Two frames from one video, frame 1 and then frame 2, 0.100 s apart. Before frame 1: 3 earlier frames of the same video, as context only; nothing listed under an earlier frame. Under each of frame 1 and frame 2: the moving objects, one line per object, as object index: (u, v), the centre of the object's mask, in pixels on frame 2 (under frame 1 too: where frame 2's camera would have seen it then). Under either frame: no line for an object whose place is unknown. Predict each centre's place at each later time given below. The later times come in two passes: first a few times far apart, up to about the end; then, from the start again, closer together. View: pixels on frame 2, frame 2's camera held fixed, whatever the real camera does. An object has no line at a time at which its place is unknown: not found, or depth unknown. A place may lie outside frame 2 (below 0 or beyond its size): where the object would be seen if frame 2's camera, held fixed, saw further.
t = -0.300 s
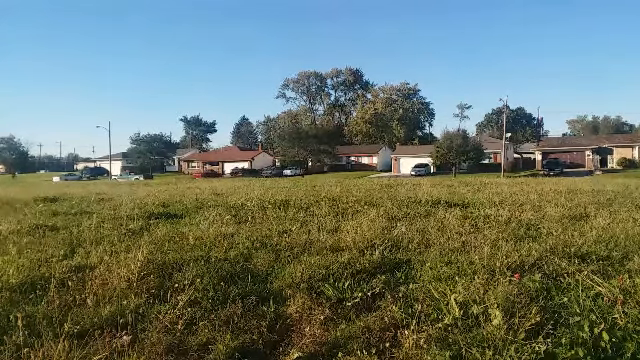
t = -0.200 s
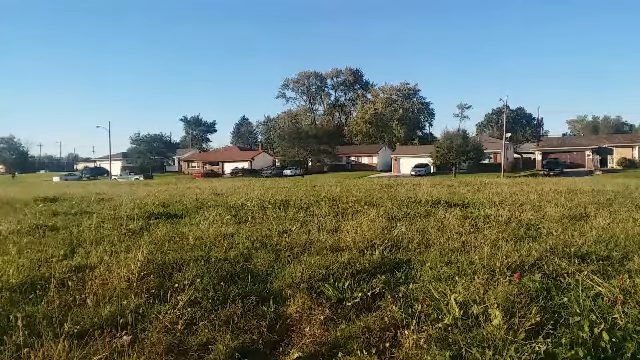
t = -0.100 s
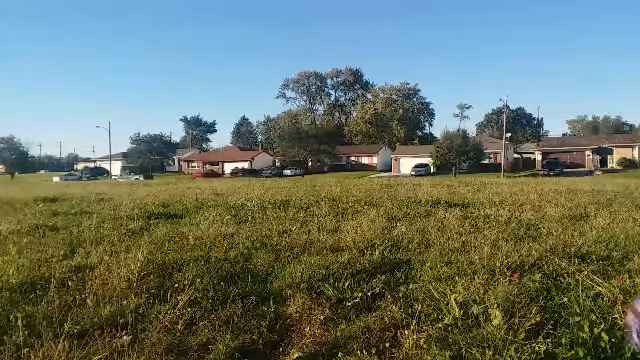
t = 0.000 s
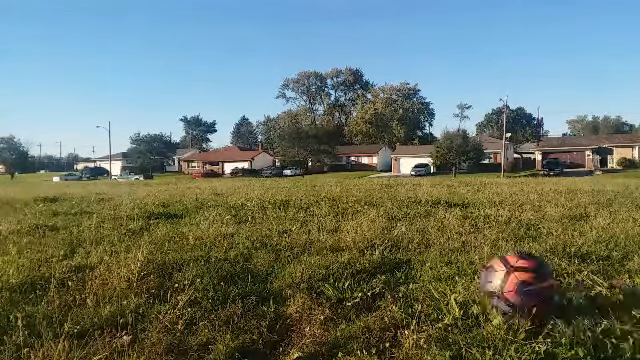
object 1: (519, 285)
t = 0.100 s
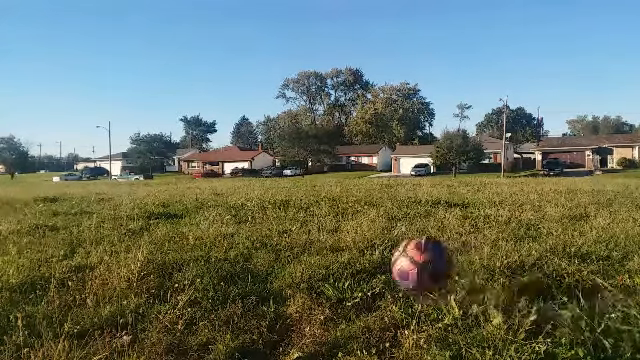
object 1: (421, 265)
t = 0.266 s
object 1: (325, 261)
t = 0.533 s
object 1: (251, 246)
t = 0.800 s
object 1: (201, 240)
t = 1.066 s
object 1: (168, 232)
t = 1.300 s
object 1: (151, 228)
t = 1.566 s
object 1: (135, 227)
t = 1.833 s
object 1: (130, 225)
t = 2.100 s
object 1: (135, 225)
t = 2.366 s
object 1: (135, 227)
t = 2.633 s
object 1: (135, 226)
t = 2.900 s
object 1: (135, 226)
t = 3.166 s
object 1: (135, 226)
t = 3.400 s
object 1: (135, 226)
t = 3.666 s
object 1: (135, 226)
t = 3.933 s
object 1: (135, 226)
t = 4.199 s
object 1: (135, 226)
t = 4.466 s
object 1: (135, 226)
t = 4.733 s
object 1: (135, 226)
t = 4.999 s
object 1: (135, 227)
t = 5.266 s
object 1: (135, 227)
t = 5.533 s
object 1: (135, 227)
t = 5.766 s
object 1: (135, 227)
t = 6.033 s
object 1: (135, 227)
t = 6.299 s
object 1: (135, 227)
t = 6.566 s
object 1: (135, 226)
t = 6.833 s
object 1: (135, 227)
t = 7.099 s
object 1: (135, 226)
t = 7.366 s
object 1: (135, 226)
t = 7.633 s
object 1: (135, 226)
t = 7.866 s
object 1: (135, 226)
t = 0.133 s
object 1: (395, 265)
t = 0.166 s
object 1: (372, 266)
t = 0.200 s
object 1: (350, 267)
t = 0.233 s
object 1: (335, 266)
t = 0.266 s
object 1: (325, 261)
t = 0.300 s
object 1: (313, 256)
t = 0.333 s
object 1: (304, 249)
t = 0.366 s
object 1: (295, 247)
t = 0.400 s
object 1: (284, 245)
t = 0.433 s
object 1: (275, 245)
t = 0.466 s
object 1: (268, 247)
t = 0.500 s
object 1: (258, 249)
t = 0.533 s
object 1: (251, 246)
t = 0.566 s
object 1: (242, 245)
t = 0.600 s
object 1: (238, 246)
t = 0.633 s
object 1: (231, 241)
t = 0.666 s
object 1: (227, 239)
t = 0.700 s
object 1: (218, 239)
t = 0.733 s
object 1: (211, 240)
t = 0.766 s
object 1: (206, 241)
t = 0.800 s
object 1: (201, 240)
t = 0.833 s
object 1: (194, 238)
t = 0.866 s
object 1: (190, 237)
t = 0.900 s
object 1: (186, 235)
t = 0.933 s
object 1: (183, 234)
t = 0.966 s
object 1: (179, 234)
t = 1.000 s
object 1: (174, 233)
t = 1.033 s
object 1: (173, 233)
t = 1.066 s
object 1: (168, 232)
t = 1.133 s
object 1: (163, 229)
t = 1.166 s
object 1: (162, 229)
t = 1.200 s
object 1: (160, 229)
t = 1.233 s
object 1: (158, 228)
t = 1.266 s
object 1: (154, 228)
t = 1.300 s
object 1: (151, 228)
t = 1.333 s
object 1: (146, 227)
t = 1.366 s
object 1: (144, 228)
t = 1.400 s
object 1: (143, 226)
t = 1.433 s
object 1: (142, 225)
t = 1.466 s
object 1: (139, 226)
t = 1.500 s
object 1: (138, 226)
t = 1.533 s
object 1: (135, 227)
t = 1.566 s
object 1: (135, 227)
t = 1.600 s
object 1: (134, 226)
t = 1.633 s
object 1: (133, 226)
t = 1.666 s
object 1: (132, 226)
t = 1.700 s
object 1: (132, 226)
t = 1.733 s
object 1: (131, 226)
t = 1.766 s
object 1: (131, 226)
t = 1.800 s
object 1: (130, 226)
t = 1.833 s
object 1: (130, 225)
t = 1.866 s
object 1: (131, 225)
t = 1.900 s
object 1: (131, 225)
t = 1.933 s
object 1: (131, 225)
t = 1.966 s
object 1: (132, 225)
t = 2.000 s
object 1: (133, 225)
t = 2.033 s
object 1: (133, 226)
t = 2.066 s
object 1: (134, 225)
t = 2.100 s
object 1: (135, 225)
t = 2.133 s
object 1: (135, 225)
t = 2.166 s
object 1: (136, 225)
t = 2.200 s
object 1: (136, 225)
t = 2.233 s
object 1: (135, 226)
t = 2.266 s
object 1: (135, 226)
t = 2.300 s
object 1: (135, 226)
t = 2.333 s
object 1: (135, 226)
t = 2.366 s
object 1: (135, 227)
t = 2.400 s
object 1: (134, 226)
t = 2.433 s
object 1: (134, 226)
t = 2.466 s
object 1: (135, 226)
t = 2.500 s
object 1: (135, 226)
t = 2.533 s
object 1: (134, 226)
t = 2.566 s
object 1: (134, 226)
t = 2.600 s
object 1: (135, 226)
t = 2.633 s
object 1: (135, 226)
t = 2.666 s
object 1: (135, 226)
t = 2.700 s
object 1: (135, 226)
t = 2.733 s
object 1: (135, 226)
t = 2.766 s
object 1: (135, 226)
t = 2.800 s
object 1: (135, 226)
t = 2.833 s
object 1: (135, 226)
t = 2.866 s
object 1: (135, 226)
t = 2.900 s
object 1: (135, 226)
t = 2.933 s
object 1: (135, 226)
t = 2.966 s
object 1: (135, 226)
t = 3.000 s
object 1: (135, 226)
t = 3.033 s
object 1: (135, 226)
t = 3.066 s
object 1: (135, 226)
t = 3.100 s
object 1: (135, 226)
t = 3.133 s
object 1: (135, 226)
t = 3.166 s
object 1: (135, 226)
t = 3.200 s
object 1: (135, 226)
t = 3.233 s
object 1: (135, 226)
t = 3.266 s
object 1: (135, 226)
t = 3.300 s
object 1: (135, 226)
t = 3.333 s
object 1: (135, 226)
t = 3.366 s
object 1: (135, 226)
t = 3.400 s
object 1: (135, 226)
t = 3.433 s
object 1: (135, 226)
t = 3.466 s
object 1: (135, 226)
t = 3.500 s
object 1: (135, 226)
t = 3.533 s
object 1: (135, 226)
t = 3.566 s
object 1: (135, 226)
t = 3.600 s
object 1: (135, 226)
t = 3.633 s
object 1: (135, 226)
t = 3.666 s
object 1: (135, 226)
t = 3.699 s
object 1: (135, 226)
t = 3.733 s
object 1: (135, 226)
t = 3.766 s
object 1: (135, 226)
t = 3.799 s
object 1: (135, 226)
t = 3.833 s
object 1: (135, 226)
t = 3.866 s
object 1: (135, 226)
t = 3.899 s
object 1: (135, 226)
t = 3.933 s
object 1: (135, 226)
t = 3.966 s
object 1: (135, 226)
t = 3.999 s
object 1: (135, 226)
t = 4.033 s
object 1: (135, 226)
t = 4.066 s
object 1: (135, 226)
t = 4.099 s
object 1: (135, 226)
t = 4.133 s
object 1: (135, 226)
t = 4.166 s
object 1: (135, 226)
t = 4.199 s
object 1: (135, 226)
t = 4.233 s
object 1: (135, 226)
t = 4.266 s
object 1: (135, 226)
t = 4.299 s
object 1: (135, 226)
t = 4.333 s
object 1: (135, 226)
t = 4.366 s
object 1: (135, 226)
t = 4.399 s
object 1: (135, 226)
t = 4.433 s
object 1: (135, 226)
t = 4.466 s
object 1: (135, 226)
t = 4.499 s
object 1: (135, 226)
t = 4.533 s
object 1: (135, 226)
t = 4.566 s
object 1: (135, 226)
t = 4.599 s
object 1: (135, 226)
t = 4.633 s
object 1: (135, 226)
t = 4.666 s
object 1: (135, 226)
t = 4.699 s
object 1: (135, 226)
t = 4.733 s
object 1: (135, 226)
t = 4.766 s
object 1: (135, 227)
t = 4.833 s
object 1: (135, 227)
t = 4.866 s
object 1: (135, 227)
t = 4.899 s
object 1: (135, 227)
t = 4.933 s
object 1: (135, 227)
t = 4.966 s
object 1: (135, 227)
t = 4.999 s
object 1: (135, 227)
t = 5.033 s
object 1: (135, 227)
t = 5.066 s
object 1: (135, 226)
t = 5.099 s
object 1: (135, 227)
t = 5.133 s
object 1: (135, 227)
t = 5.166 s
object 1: (135, 227)
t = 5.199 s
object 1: (135, 226)
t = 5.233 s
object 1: (135, 227)
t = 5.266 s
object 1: (135, 227)
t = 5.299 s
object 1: (135, 227)
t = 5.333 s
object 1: (135, 227)
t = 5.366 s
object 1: (135, 227)
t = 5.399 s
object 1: (135, 227)
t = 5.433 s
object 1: (135, 227)
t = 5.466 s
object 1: (135, 227)
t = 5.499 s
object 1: (135, 227)
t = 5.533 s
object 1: (135, 227)
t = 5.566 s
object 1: (135, 227)
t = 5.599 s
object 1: (135, 227)
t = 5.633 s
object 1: (135, 227)
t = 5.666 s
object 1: (135, 227)
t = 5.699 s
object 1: (135, 227)
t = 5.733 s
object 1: (135, 227)
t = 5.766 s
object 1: (135, 227)
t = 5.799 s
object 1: (135, 227)
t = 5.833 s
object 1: (135, 227)
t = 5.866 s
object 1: (135, 226)
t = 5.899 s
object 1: (135, 226)
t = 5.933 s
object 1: (135, 227)
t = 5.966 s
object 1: (135, 227)
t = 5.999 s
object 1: (135, 227)
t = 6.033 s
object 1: (135, 227)
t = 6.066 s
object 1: (135, 227)
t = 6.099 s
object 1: (135, 227)
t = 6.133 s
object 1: (135, 227)
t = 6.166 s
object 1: (135, 227)
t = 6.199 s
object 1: (135, 226)
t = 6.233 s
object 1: (135, 226)
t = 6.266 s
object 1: (135, 226)
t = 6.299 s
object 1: (135, 227)
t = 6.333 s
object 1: (135, 227)
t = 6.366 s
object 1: (135, 226)
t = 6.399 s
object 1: (135, 226)
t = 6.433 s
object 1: (135, 226)
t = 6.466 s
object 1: (135, 226)
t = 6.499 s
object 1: (135, 226)
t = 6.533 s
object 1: (135, 226)
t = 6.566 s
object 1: (135, 226)
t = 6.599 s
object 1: (135, 226)
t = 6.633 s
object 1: (135, 226)
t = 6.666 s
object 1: (135, 227)
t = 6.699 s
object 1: (135, 227)
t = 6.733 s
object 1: (135, 227)
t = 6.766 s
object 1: (135, 227)
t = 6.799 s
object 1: (135, 227)
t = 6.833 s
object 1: (135, 227)
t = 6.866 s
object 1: (135, 226)
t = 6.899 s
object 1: (135, 227)
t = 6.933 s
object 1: (135, 226)
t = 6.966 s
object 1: (135, 227)
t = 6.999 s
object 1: (135, 226)
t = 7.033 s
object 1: (135, 226)
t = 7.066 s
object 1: (135, 226)
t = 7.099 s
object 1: (135, 226)
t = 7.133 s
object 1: (135, 226)
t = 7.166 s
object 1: (135, 226)
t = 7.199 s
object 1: (135, 226)
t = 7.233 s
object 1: (135, 226)
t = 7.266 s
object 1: (135, 226)
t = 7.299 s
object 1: (135, 226)
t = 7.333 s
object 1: (135, 226)
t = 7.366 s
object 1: (135, 226)
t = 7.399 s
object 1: (135, 226)
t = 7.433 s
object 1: (134, 227)
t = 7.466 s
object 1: (135, 226)
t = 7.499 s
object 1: (135, 226)
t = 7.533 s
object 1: (135, 226)
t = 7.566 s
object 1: (135, 226)
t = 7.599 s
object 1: (135, 226)
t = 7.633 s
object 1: (135, 226)
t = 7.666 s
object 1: (135, 227)
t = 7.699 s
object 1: (135, 227)
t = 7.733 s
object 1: (135, 227)
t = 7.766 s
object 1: (135, 227)
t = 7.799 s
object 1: (135, 226)
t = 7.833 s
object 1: (135, 227)
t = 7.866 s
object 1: (135, 226)
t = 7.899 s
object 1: (135, 226)
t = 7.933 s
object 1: (135, 227)
